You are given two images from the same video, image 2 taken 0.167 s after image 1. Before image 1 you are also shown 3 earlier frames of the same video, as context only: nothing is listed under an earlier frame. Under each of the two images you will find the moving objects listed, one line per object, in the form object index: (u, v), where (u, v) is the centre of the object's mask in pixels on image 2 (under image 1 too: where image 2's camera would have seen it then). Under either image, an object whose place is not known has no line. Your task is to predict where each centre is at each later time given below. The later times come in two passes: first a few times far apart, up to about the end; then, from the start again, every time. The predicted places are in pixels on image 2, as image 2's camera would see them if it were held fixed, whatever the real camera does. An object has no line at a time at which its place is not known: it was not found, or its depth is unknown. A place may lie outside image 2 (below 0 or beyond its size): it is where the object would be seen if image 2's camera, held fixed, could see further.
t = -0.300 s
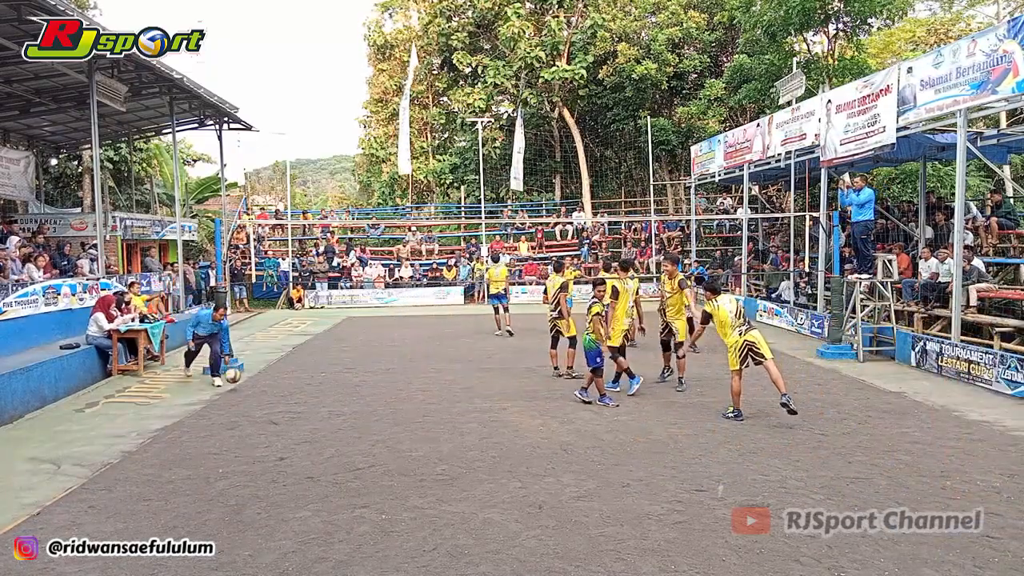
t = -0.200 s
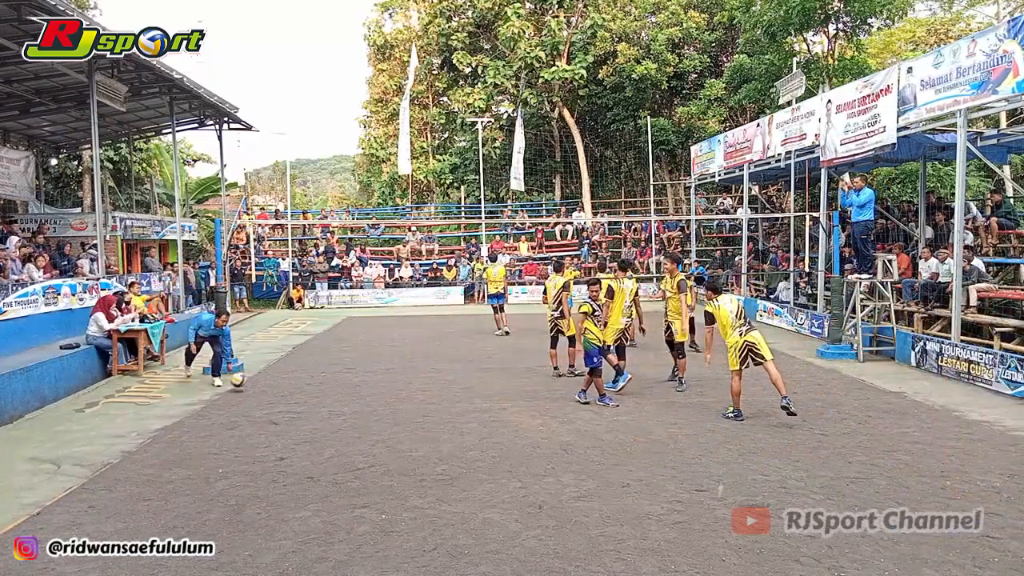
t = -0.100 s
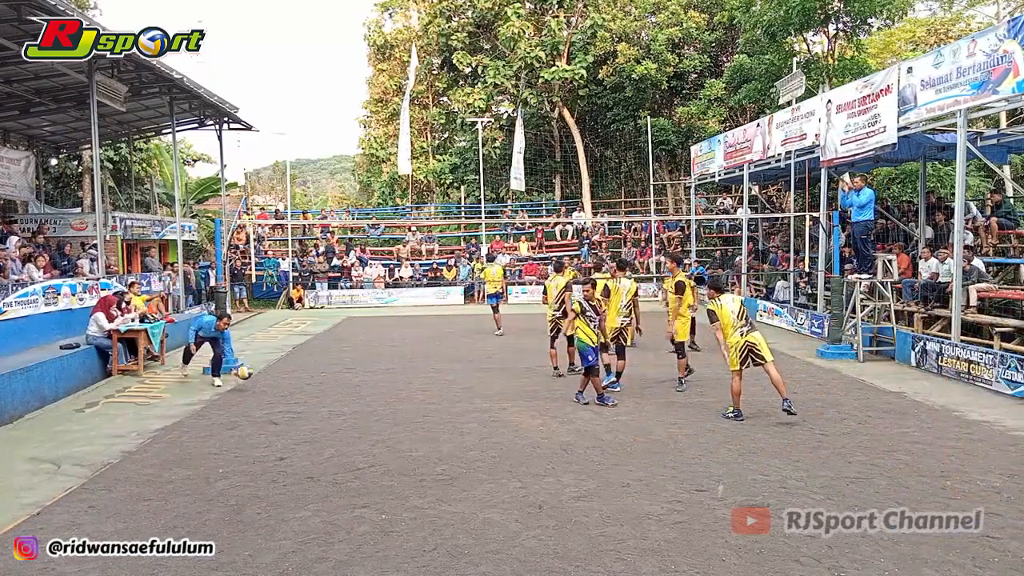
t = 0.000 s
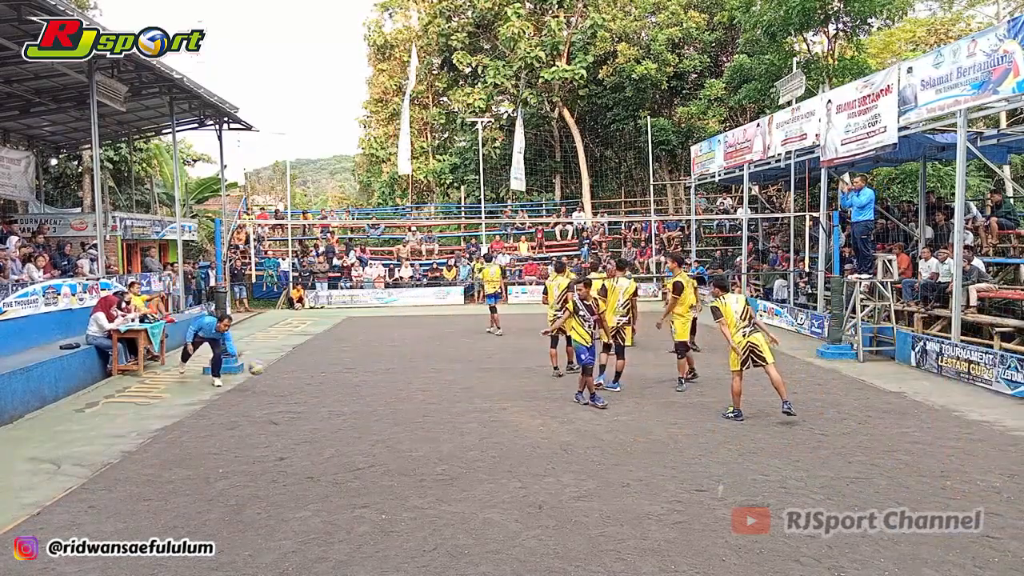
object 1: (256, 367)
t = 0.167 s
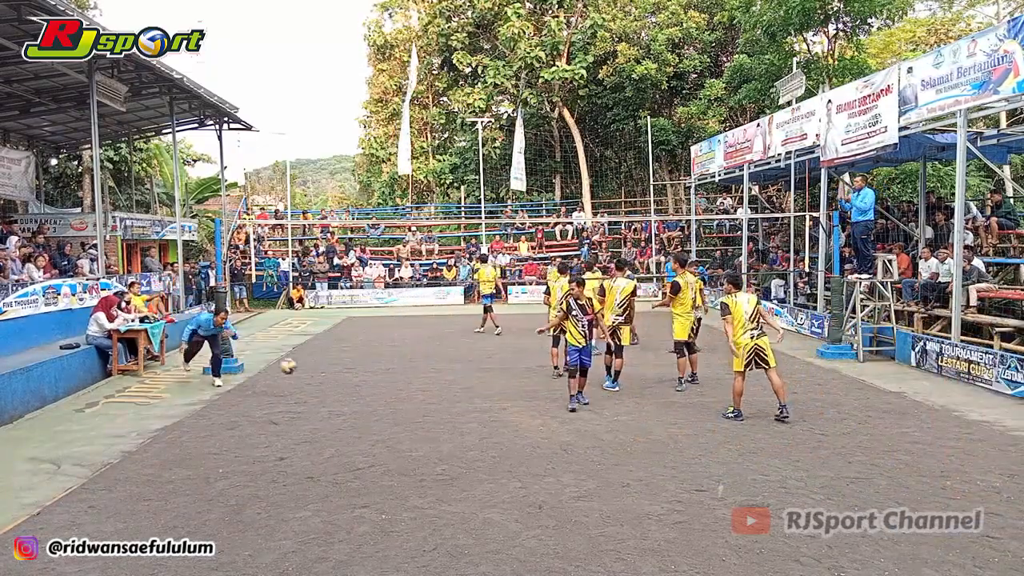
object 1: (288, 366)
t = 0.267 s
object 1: (308, 375)
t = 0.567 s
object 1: (366, 381)
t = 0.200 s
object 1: (294, 368)
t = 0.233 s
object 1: (301, 372)
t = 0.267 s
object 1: (308, 375)
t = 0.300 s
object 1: (315, 380)
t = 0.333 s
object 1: (323, 385)
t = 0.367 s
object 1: (330, 392)
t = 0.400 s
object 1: (337, 399)
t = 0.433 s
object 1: (343, 395)
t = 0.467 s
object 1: (349, 390)
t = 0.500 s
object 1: (354, 386)
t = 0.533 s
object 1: (360, 383)
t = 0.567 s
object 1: (366, 381)
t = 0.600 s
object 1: (371, 380)
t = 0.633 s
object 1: (378, 380)
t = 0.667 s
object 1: (384, 381)
